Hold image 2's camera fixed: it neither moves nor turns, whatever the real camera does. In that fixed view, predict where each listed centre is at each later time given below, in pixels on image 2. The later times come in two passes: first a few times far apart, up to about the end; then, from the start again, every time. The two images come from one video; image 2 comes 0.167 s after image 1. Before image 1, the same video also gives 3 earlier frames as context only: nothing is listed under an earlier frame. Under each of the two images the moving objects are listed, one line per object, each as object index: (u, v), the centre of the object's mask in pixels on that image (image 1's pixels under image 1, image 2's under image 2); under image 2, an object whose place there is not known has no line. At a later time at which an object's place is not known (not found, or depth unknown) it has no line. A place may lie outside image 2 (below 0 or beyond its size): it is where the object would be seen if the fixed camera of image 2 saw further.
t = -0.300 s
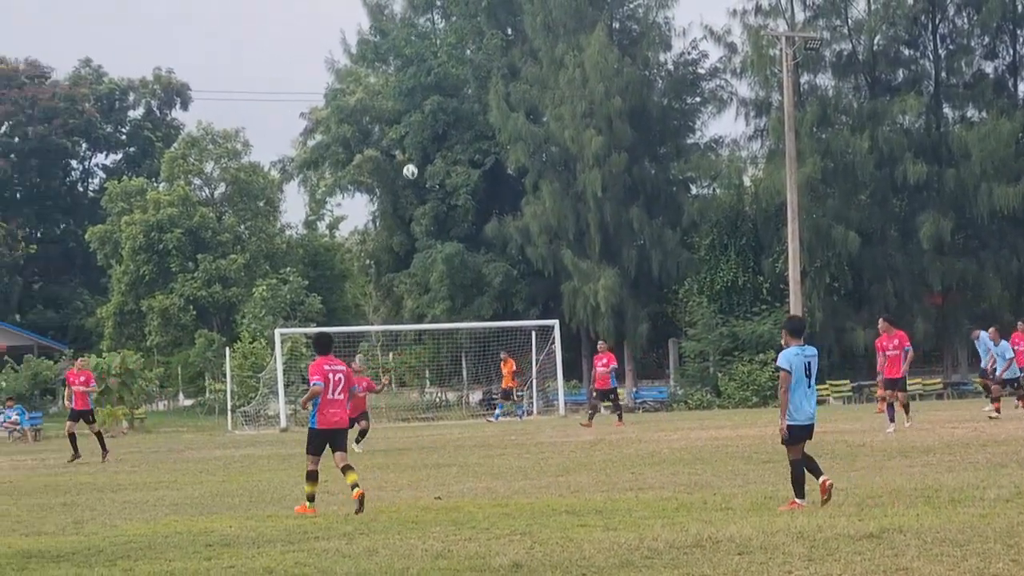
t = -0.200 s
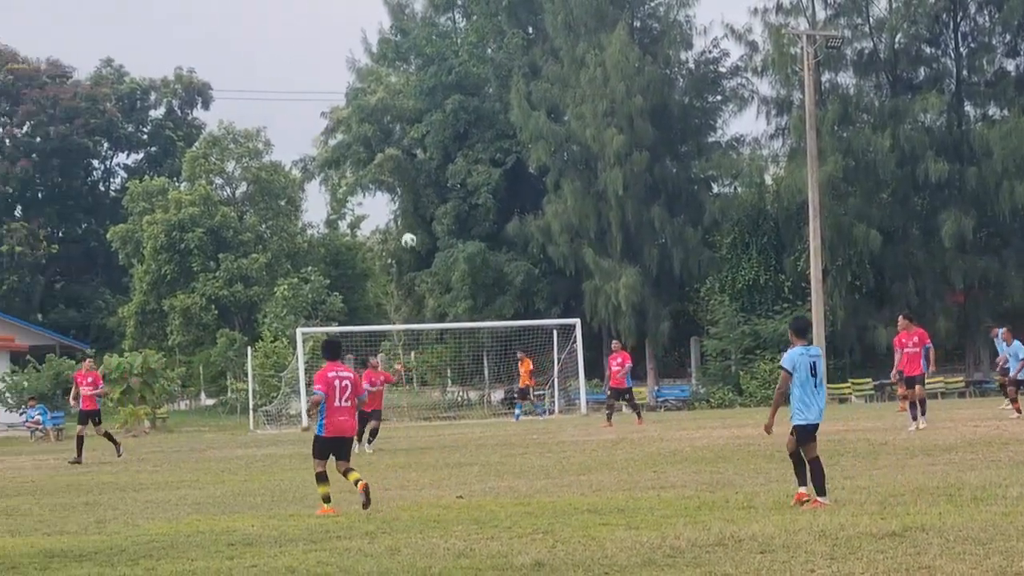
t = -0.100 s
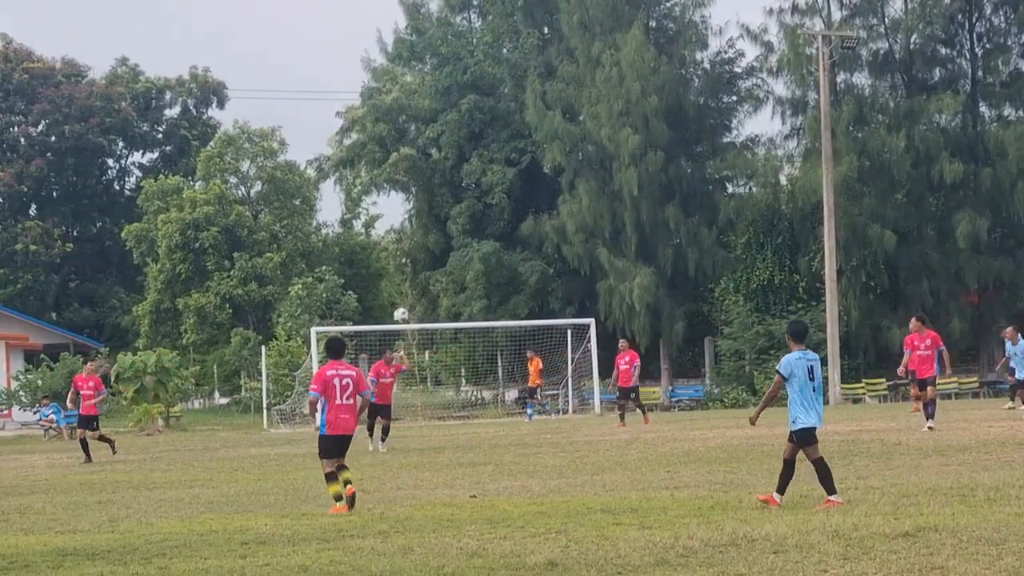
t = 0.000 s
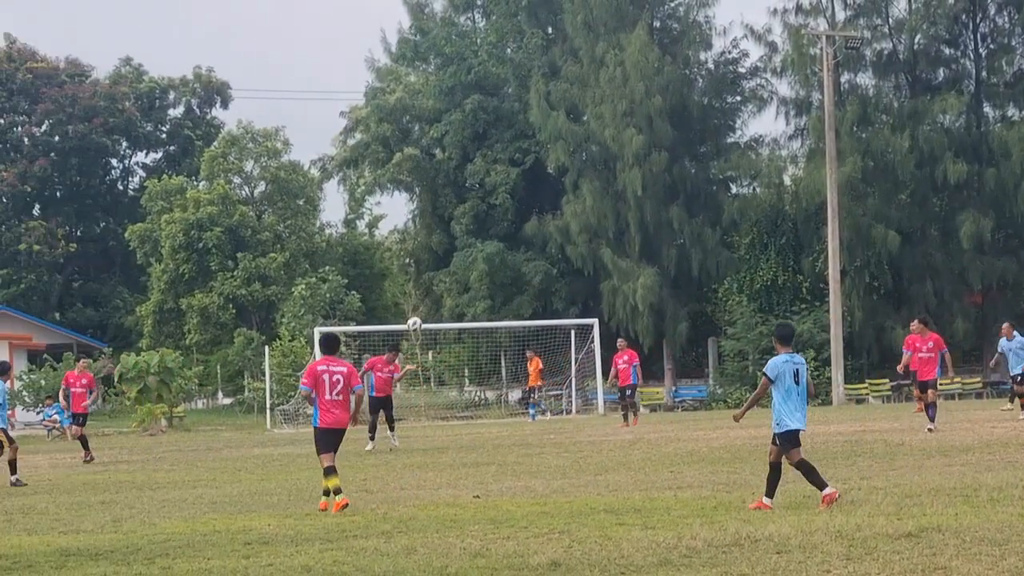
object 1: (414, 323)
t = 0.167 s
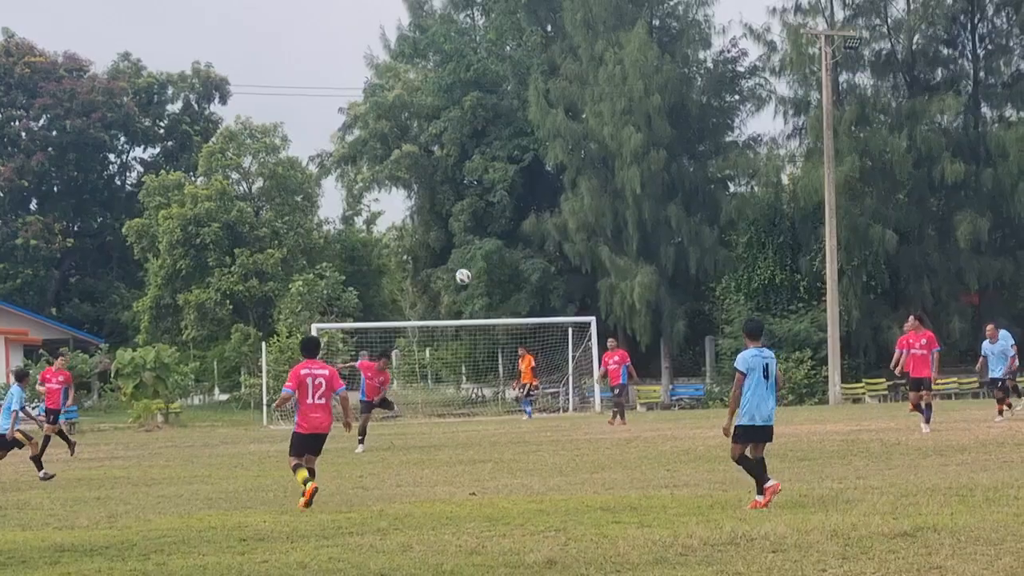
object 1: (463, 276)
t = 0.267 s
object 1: (495, 258)
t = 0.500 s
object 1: (574, 241)
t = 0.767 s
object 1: (673, 272)
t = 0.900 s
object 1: (726, 309)
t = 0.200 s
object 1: (473, 269)
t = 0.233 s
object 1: (484, 263)
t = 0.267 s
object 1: (495, 258)
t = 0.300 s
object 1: (506, 253)
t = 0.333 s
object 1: (517, 249)
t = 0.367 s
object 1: (528, 246)
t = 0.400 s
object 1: (539, 244)
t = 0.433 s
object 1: (550, 243)
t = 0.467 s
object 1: (562, 241)
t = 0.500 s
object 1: (574, 241)
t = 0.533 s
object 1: (586, 242)
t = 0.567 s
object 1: (598, 244)
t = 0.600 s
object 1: (610, 246)
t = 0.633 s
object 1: (622, 250)
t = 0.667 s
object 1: (634, 254)
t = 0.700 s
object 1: (647, 259)
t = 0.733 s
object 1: (660, 265)
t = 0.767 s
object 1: (673, 272)
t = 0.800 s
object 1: (686, 280)
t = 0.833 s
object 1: (699, 289)
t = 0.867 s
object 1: (712, 299)
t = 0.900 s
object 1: (726, 309)
